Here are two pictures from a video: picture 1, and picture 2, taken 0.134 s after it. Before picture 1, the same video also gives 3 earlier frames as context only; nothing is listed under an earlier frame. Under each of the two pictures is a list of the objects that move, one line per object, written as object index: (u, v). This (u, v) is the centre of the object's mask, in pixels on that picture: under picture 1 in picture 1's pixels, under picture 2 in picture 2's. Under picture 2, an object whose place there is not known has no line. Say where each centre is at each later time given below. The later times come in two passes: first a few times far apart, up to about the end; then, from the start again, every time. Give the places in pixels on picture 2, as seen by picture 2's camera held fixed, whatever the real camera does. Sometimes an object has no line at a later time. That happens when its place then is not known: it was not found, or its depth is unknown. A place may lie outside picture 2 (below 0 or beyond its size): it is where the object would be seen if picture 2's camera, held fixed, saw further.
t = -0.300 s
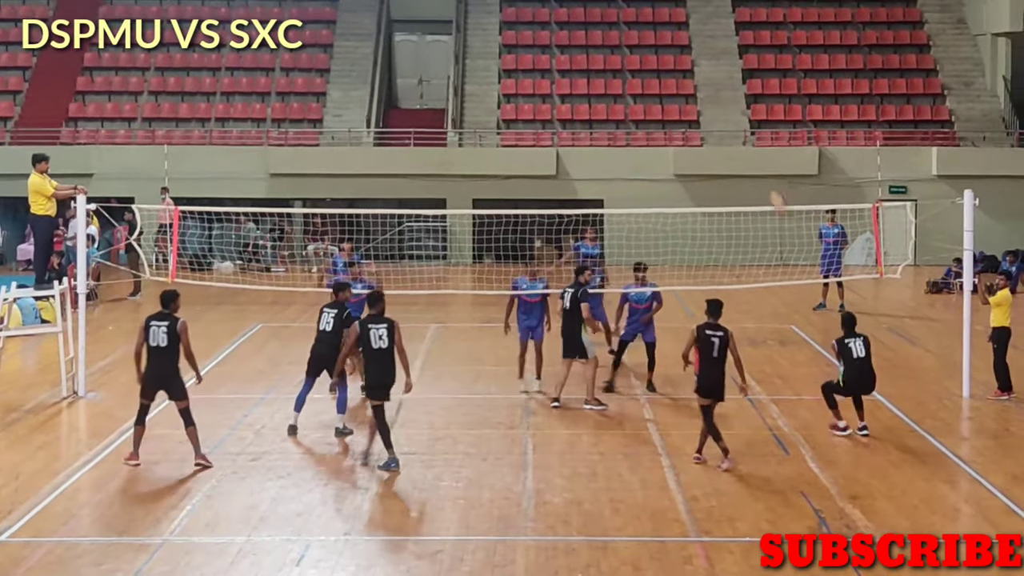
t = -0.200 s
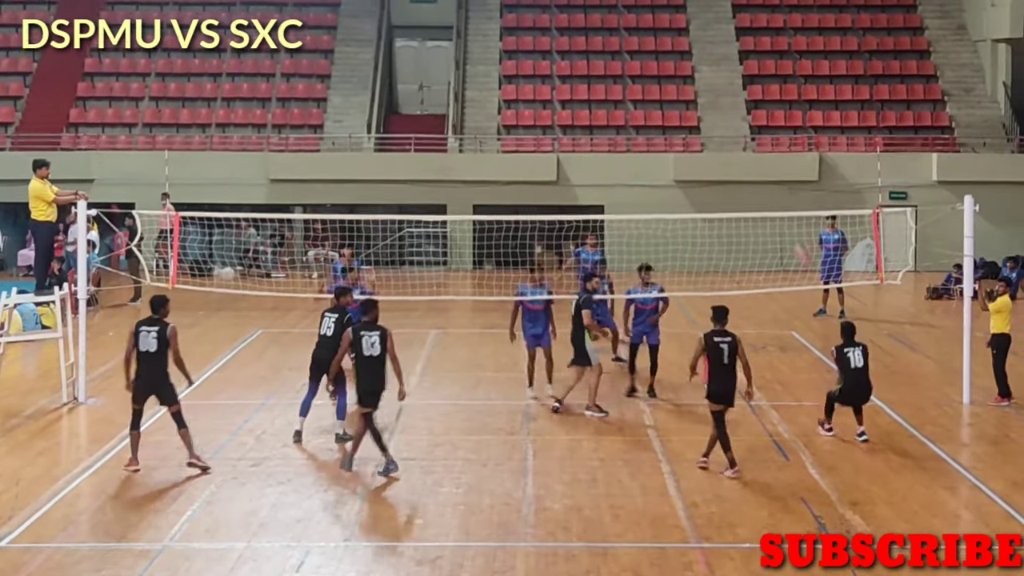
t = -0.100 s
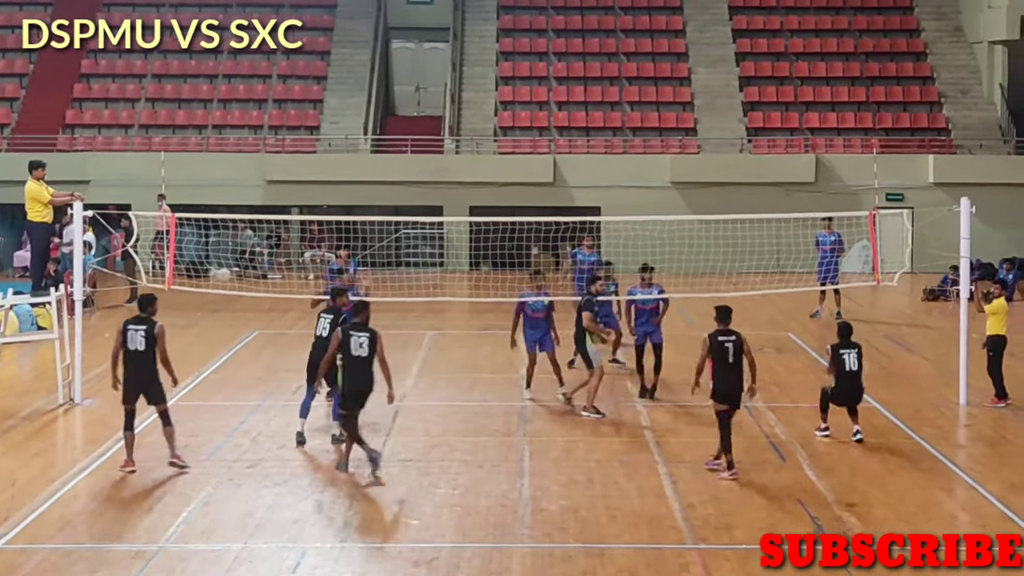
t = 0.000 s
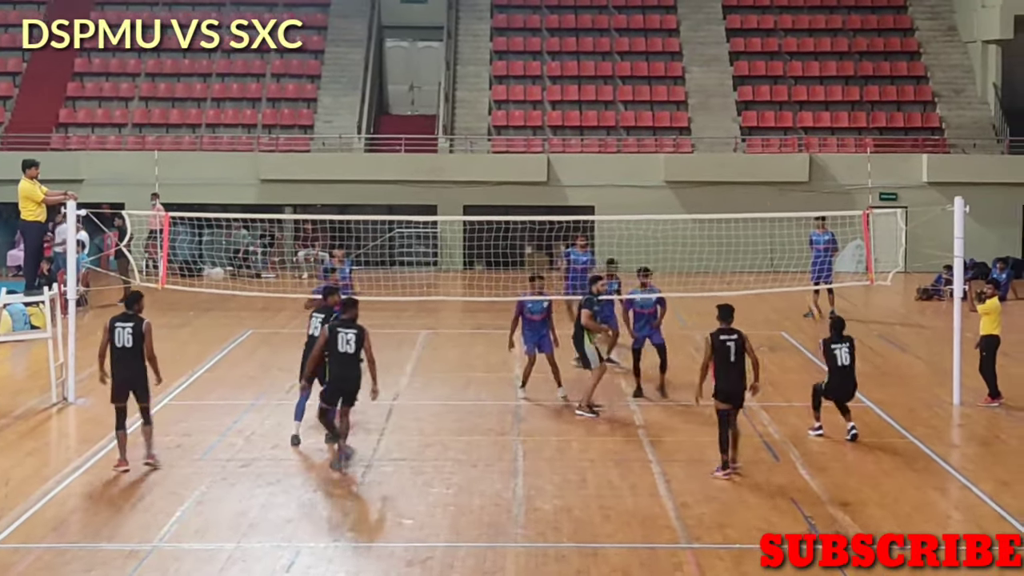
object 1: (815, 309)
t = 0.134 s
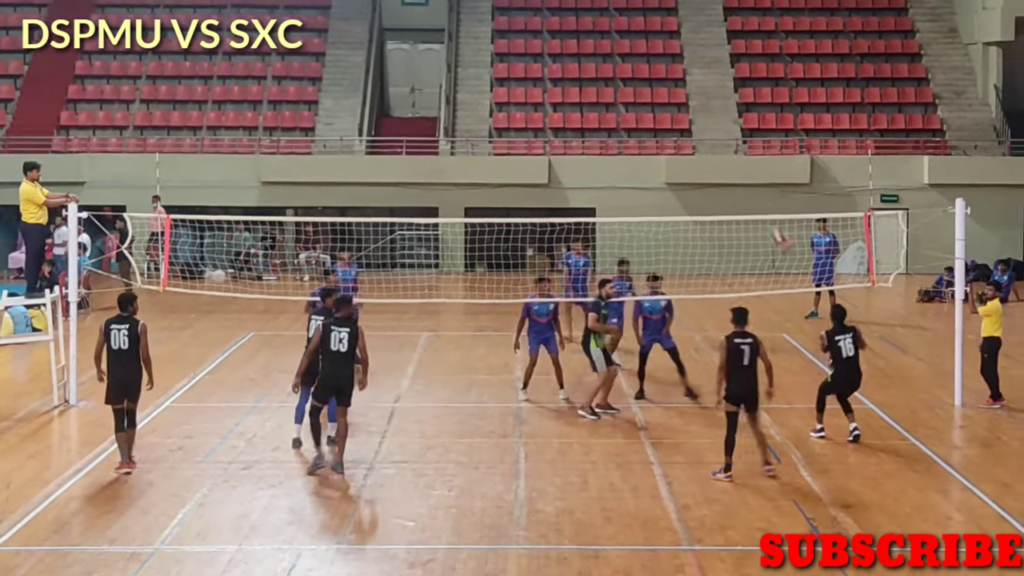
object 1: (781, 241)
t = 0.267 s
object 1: (746, 186)
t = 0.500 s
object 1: (683, 125)
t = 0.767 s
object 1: (614, 114)
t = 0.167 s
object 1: (773, 226)
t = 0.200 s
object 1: (763, 209)
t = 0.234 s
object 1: (754, 196)
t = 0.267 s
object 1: (746, 186)
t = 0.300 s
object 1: (737, 172)
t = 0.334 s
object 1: (726, 163)
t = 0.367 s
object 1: (718, 153)
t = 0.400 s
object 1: (709, 144)
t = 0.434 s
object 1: (700, 137)
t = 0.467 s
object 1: (691, 130)
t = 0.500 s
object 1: (683, 125)
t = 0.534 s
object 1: (675, 120)
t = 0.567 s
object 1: (666, 117)
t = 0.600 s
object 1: (658, 114)
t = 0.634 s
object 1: (649, 111)
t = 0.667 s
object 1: (640, 110)
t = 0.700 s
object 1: (632, 109)
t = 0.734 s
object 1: (623, 110)
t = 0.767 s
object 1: (614, 114)
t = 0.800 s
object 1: (606, 116)
